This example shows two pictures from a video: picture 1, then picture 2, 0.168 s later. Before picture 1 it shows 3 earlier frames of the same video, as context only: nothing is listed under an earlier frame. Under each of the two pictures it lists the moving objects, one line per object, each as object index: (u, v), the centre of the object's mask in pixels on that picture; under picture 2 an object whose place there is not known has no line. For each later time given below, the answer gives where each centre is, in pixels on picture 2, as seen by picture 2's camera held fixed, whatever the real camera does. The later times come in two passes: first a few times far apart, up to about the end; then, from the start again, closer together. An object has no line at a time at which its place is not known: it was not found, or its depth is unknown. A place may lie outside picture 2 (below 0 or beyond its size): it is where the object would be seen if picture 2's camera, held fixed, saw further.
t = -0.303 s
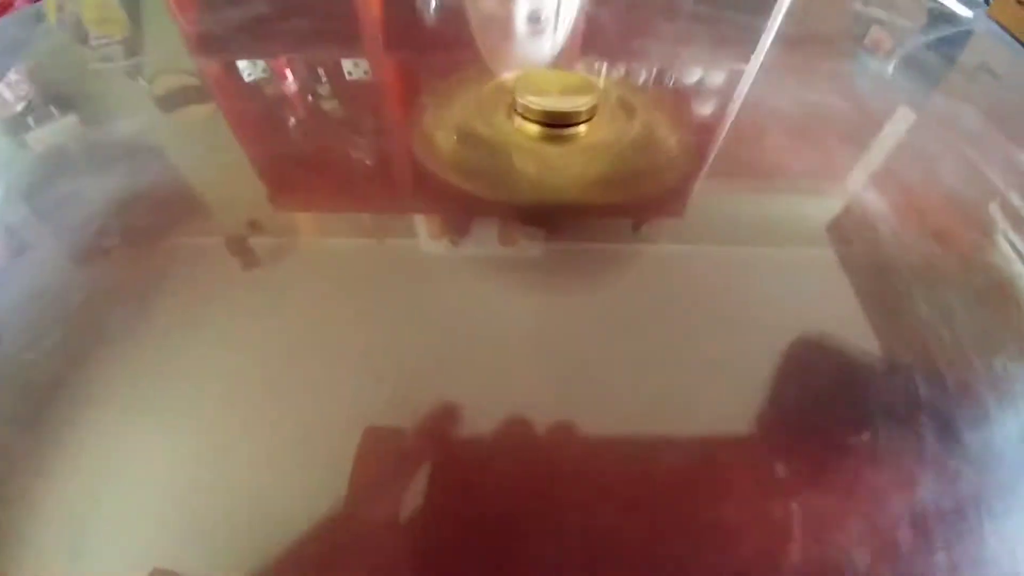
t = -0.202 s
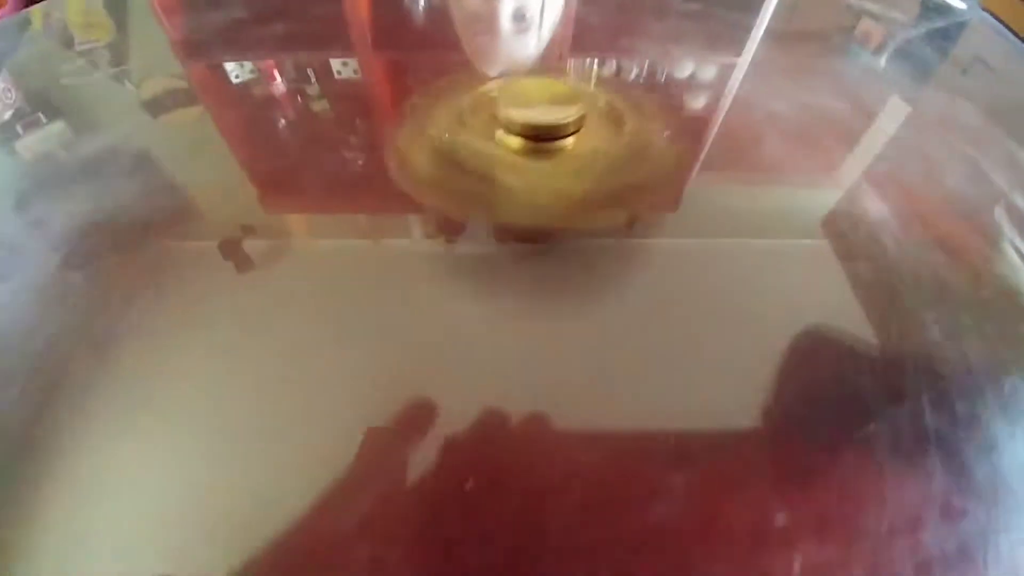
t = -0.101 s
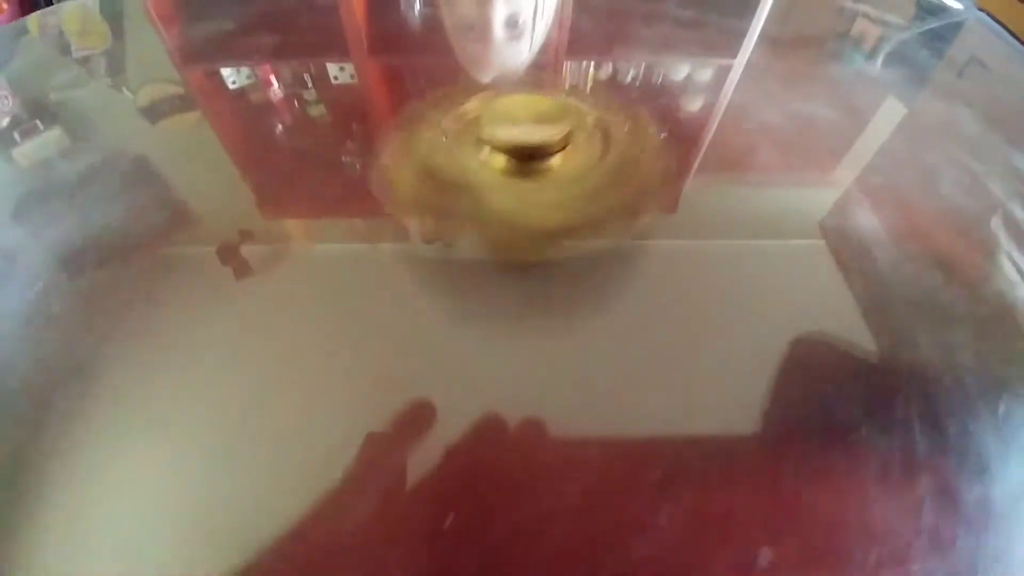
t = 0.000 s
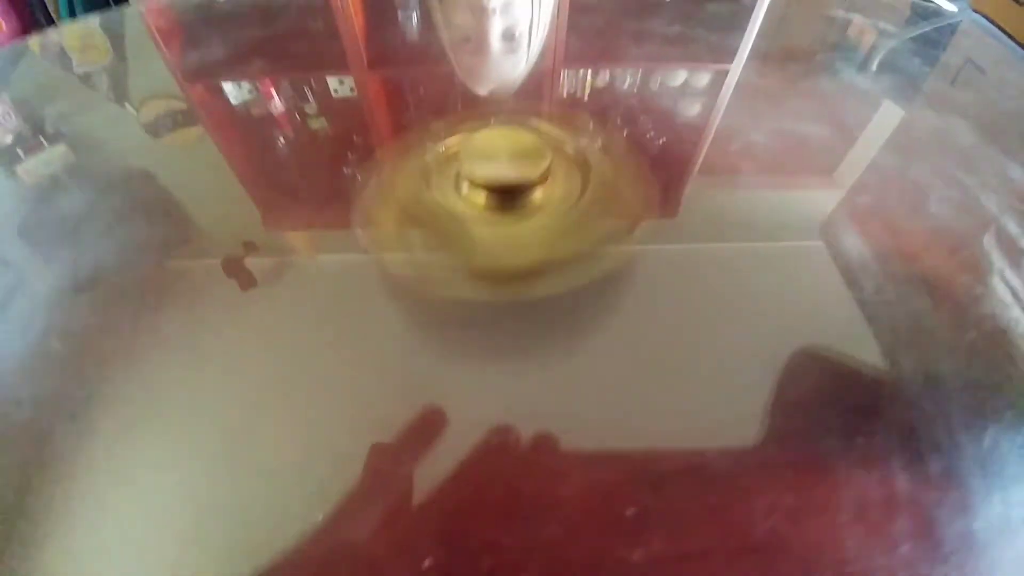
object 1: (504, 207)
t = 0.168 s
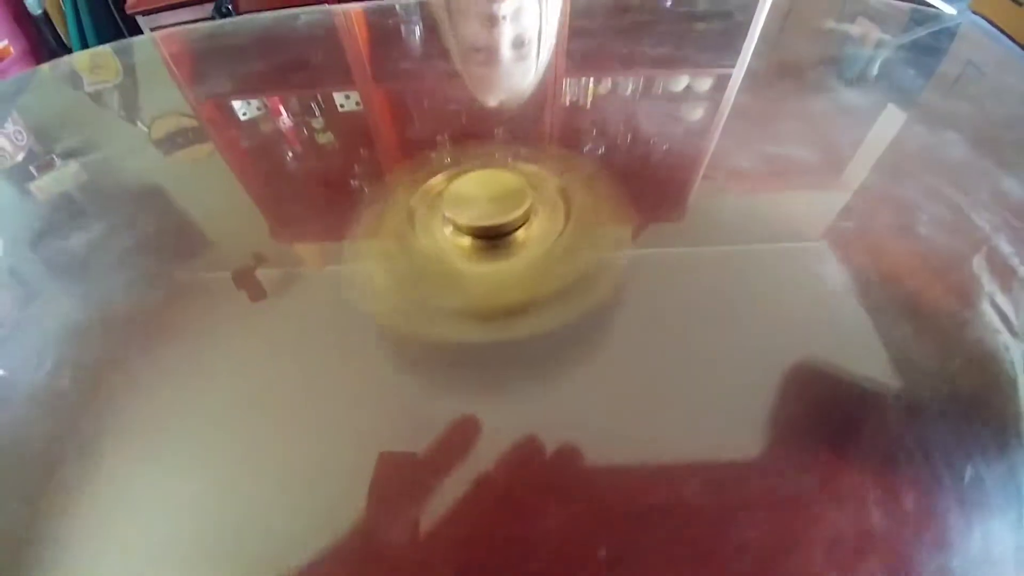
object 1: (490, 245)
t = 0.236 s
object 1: (479, 249)
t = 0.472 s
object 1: (470, 236)
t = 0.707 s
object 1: (454, 244)
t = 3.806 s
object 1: (433, 262)
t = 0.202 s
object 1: (485, 247)
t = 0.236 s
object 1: (479, 249)
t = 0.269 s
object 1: (477, 248)
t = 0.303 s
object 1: (475, 246)
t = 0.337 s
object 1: (473, 243)
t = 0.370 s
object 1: (472, 240)
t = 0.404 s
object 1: (470, 238)
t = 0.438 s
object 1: (470, 235)
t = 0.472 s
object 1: (470, 236)
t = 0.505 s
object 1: (470, 236)
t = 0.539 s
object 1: (466, 237)
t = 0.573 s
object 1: (463, 240)
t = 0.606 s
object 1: (458, 243)
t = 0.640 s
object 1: (454, 247)
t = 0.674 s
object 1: (453, 247)
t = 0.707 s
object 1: (454, 244)
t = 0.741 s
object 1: (454, 240)
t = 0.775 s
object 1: (452, 237)
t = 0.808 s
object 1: (450, 231)
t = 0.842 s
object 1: (449, 229)
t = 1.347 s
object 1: (450, 203)
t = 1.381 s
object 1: (449, 205)
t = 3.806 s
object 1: (433, 262)
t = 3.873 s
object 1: (421, 297)
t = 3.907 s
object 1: (415, 307)
